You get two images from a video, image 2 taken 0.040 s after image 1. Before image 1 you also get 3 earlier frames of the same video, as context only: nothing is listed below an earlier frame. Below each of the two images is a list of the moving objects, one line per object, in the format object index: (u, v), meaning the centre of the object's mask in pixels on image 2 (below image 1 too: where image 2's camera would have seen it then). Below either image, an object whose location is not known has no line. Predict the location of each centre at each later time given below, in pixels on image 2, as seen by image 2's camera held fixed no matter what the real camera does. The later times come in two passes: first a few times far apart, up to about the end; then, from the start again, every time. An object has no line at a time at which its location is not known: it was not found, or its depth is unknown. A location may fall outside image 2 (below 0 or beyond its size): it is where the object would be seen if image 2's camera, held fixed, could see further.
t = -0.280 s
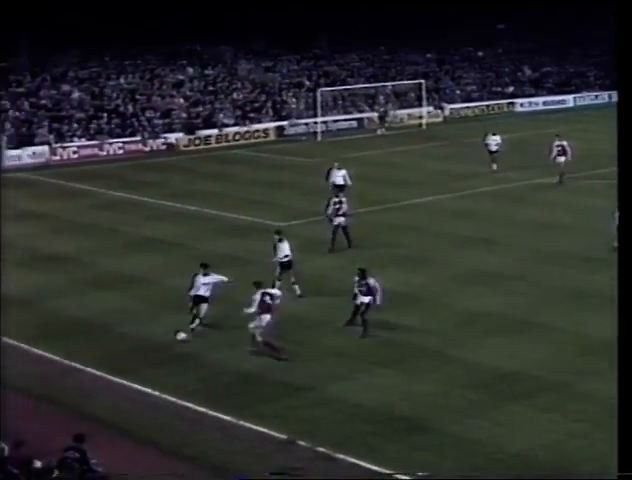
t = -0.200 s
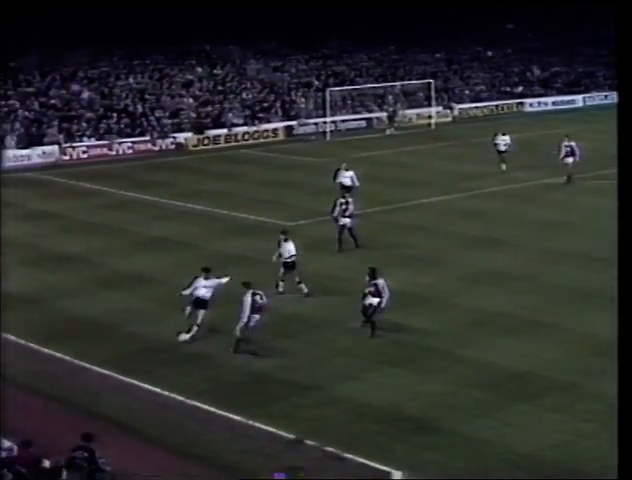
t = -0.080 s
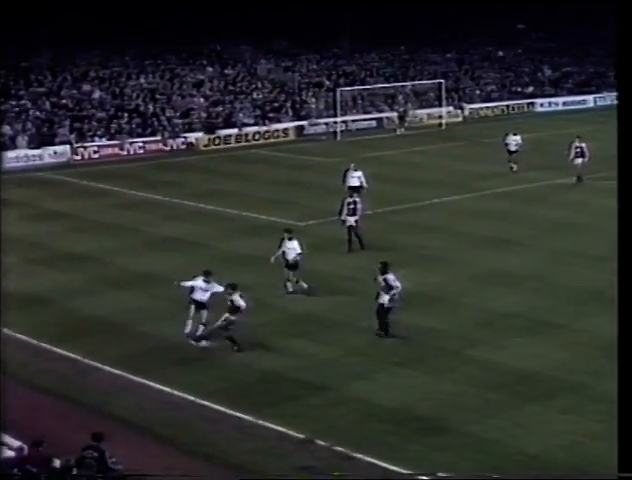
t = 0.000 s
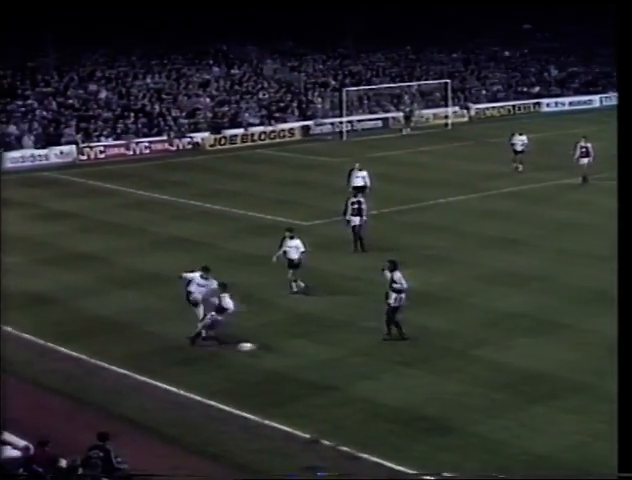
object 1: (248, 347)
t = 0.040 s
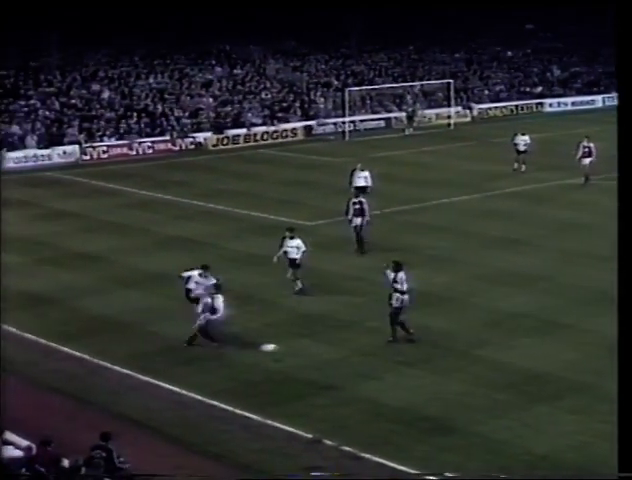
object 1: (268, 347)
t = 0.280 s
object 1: (392, 373)
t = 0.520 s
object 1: (523, 414)
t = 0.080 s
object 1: (288, 350)
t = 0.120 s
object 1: (309, 352)
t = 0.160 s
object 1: (330, 356)
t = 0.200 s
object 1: (351, 361)
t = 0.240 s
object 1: (371, 367)
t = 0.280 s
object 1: (392, 373)
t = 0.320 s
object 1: (415, 381)
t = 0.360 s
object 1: (438, 390)
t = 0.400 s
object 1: (462, 403)
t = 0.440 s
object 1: (484, 412)
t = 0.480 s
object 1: (505, 415)
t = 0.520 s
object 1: (523, 414)
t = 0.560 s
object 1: (542, 416)
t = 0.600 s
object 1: (561, 419)
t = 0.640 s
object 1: (583, 425)
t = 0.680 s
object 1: (604, 432)
